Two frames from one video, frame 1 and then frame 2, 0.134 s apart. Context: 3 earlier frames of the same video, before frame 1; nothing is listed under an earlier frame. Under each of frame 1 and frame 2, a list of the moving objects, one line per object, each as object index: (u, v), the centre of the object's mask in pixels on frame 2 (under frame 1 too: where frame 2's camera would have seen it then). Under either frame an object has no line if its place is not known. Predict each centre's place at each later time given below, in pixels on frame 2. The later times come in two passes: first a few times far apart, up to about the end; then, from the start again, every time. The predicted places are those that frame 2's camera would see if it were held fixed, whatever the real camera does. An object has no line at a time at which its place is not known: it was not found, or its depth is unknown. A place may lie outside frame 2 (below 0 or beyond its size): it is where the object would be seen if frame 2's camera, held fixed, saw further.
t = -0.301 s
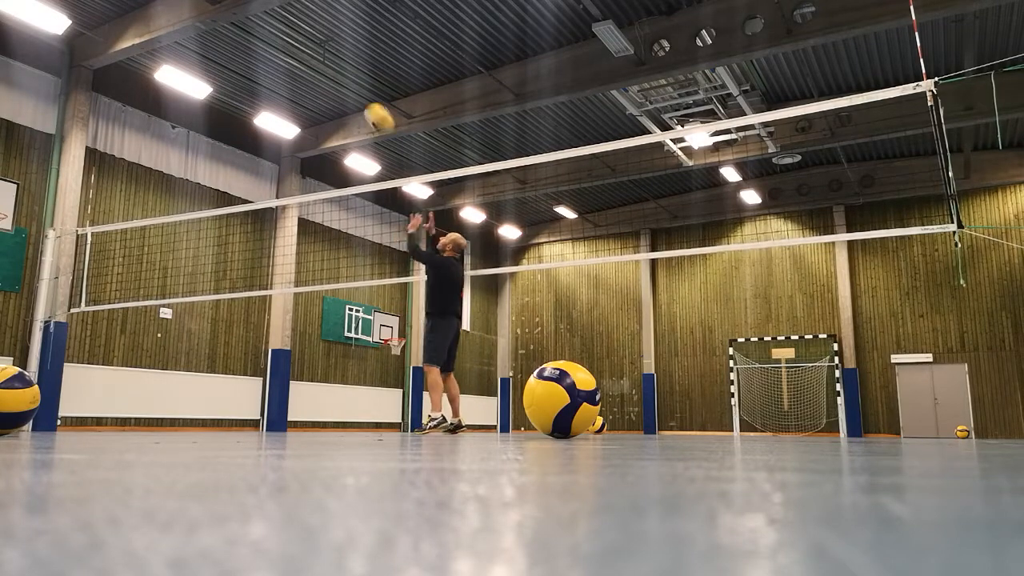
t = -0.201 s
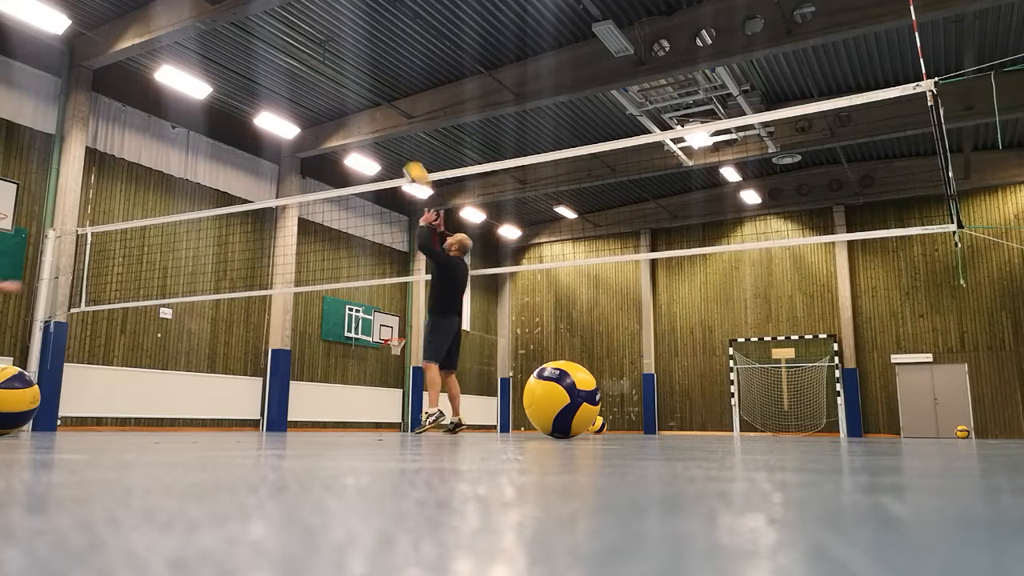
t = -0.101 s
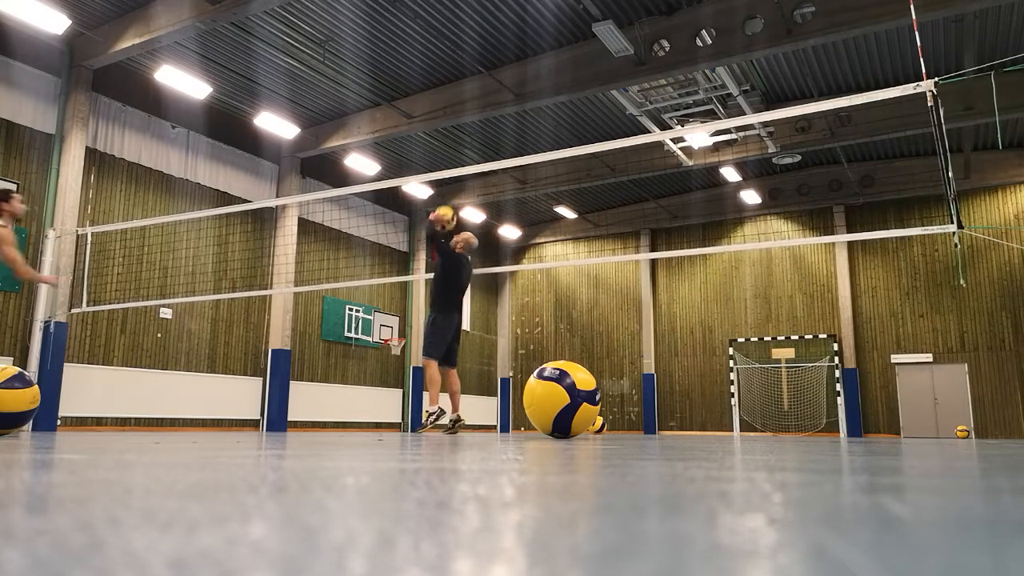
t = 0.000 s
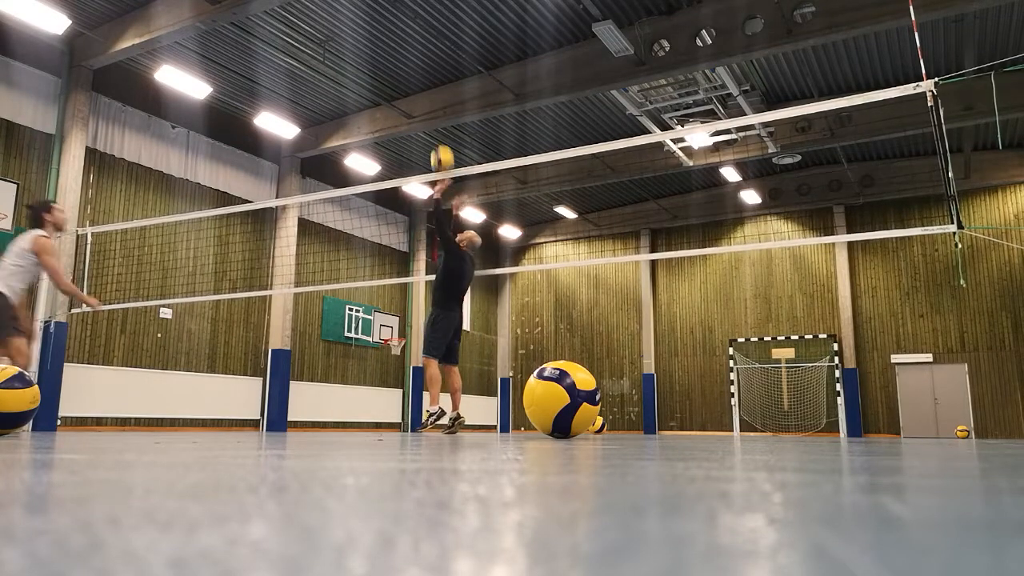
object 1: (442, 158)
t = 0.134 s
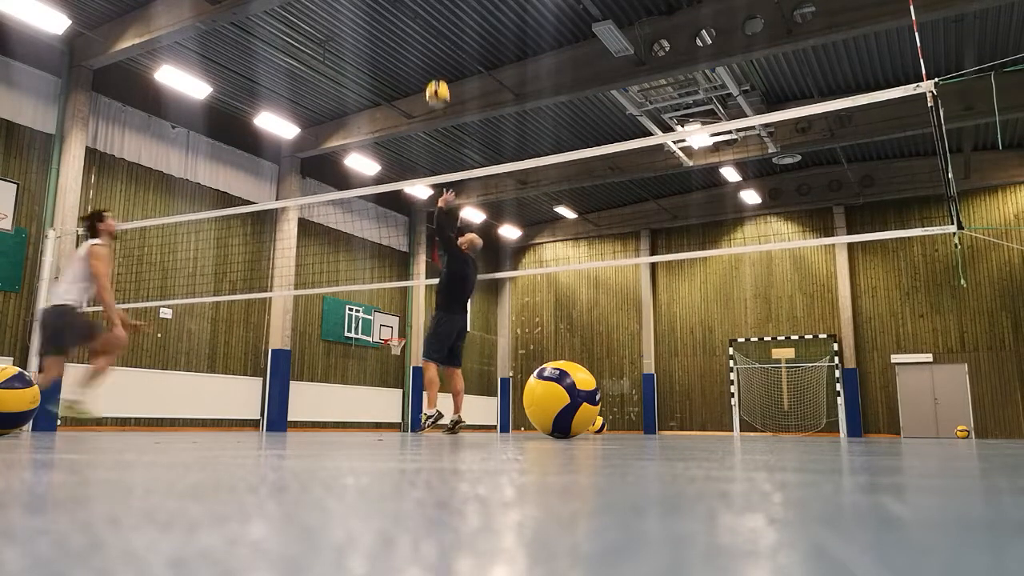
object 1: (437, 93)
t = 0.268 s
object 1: (433, 48)
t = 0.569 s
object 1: (421, 13)
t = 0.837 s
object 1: (410, 52)
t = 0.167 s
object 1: (436, 80)
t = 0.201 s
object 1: (435, 68)
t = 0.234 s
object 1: (434, 57)
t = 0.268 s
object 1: (433, 48)
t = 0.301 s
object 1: (432, 39)
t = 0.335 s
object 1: (430, 32)
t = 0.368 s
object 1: (429, 26)
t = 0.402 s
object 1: (428, 21)
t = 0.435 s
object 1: (427, 18)
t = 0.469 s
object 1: (425, 15)
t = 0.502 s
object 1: (424, 13)
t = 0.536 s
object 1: (423, 12)
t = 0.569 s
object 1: (421, 13)
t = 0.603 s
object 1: (420, 14)
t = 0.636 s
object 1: (419, 16)
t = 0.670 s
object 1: (417, 20)
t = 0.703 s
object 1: (415, 24)
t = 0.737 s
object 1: (414, 30)
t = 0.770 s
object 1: (413, 36)
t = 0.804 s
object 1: (411, 44)
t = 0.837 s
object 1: (410, 52)
